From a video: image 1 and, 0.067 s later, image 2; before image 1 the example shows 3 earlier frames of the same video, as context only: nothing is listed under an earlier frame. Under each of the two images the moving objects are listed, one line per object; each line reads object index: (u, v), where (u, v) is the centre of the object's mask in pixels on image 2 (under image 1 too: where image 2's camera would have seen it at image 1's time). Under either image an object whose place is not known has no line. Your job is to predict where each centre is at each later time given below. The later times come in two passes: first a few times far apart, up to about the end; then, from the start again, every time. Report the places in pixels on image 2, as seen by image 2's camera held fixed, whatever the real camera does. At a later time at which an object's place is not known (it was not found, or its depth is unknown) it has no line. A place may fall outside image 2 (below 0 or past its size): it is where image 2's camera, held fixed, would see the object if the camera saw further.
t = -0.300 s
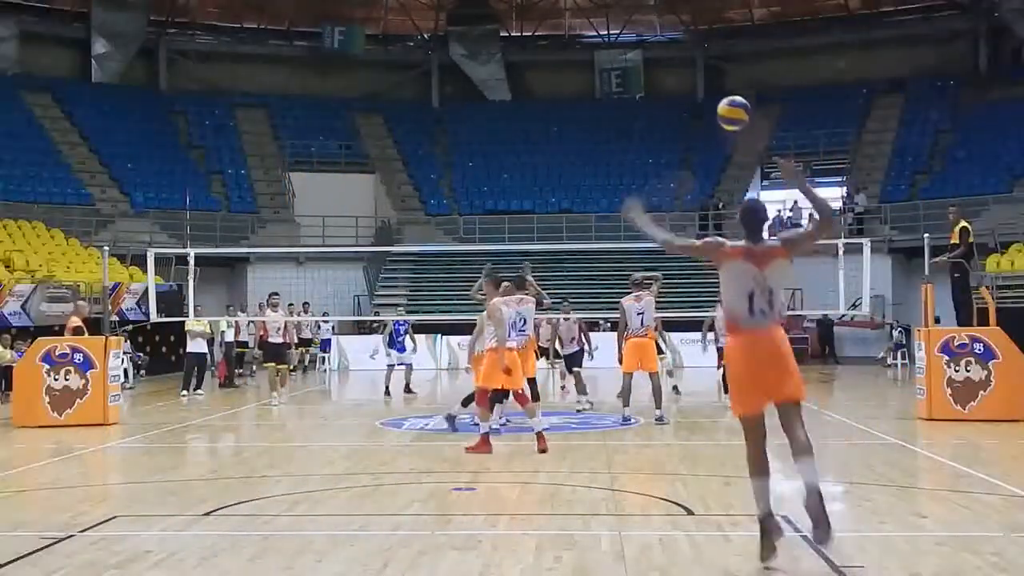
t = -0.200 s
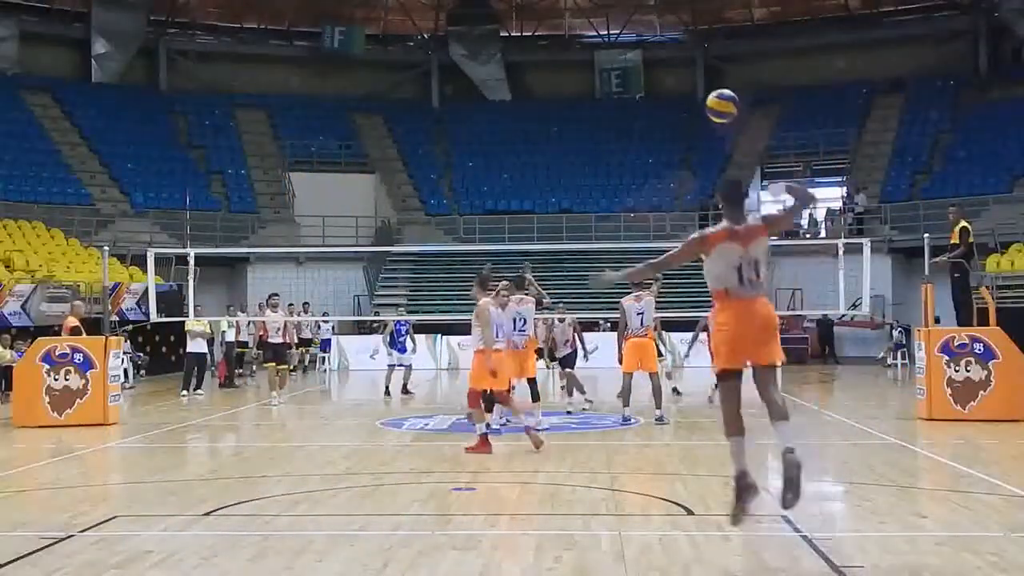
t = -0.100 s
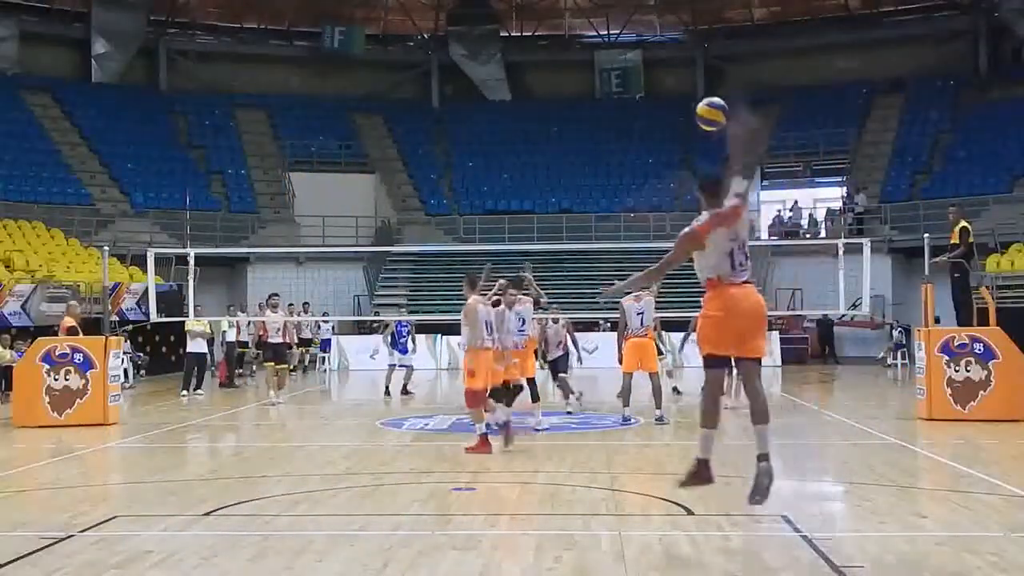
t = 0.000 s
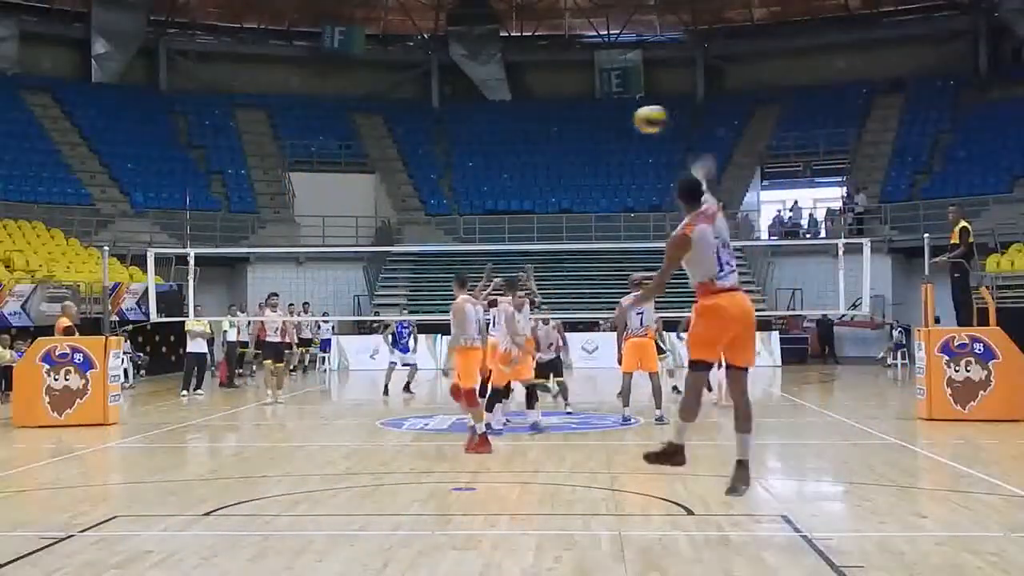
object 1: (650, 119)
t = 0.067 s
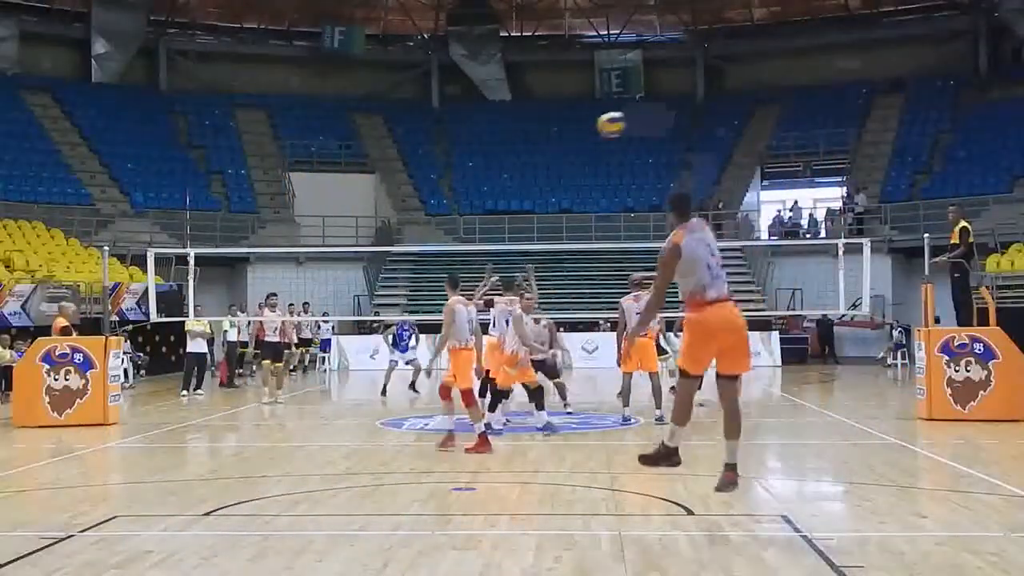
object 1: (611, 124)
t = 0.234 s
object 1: (549, 153)
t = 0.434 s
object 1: (505, 204)
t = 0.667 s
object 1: (471, 268)
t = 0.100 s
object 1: (595, 128)
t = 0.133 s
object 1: (581, 133)
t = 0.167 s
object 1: (569, 139)
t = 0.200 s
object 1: (558, 146)
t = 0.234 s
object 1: (549, 153)
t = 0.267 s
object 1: (541, 161)
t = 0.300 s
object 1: (533, 169)
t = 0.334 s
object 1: (525, 178)
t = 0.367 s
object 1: (519, 186)
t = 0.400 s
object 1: (512, 195)
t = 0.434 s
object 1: (505, 204)
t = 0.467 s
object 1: (500, 211)
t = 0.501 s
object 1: (494, 221)
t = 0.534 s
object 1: (490, 229)
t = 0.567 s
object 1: (485, 237)
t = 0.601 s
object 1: (480, 248)
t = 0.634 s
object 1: (475, 258)
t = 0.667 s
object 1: (471, 268)
